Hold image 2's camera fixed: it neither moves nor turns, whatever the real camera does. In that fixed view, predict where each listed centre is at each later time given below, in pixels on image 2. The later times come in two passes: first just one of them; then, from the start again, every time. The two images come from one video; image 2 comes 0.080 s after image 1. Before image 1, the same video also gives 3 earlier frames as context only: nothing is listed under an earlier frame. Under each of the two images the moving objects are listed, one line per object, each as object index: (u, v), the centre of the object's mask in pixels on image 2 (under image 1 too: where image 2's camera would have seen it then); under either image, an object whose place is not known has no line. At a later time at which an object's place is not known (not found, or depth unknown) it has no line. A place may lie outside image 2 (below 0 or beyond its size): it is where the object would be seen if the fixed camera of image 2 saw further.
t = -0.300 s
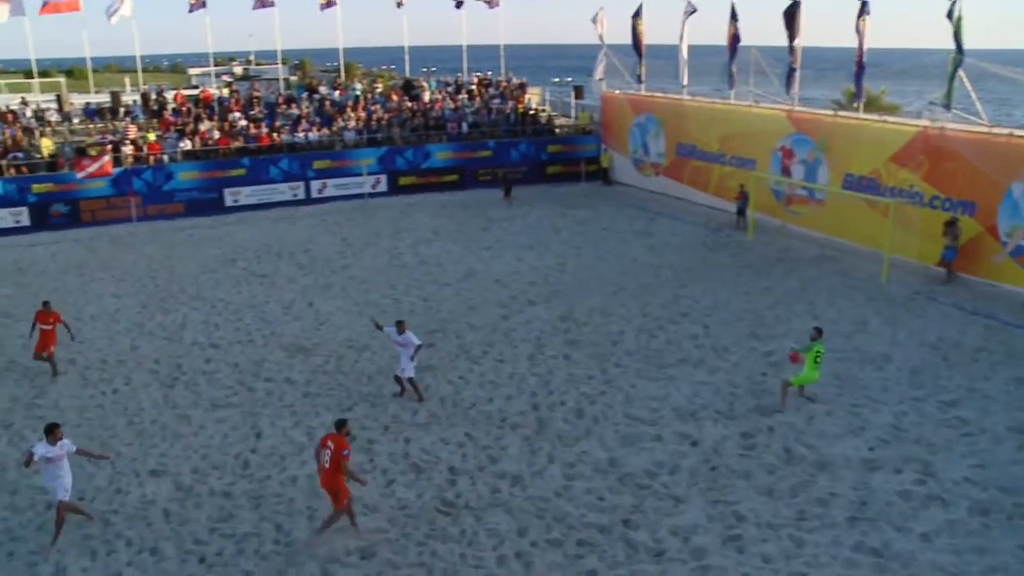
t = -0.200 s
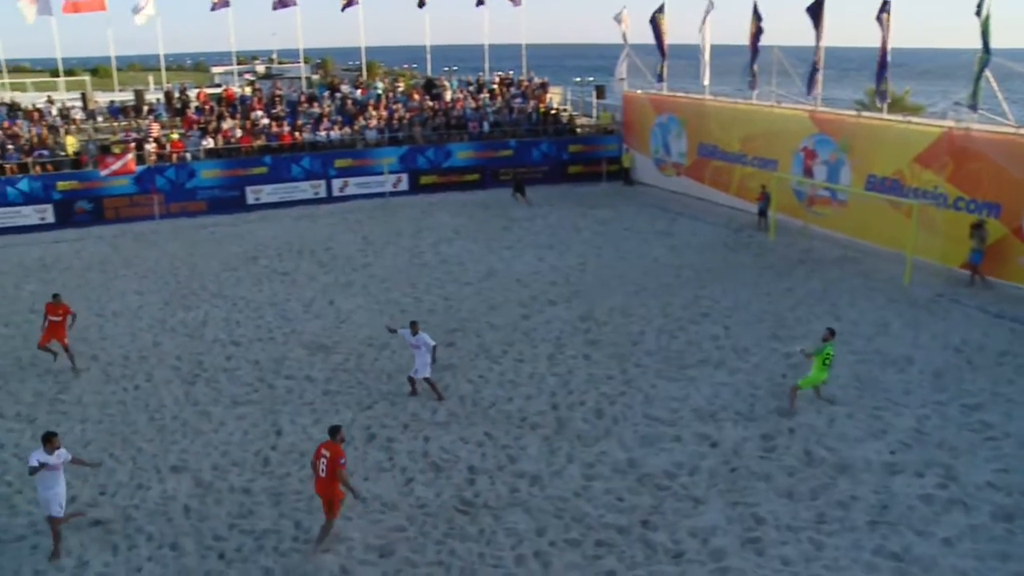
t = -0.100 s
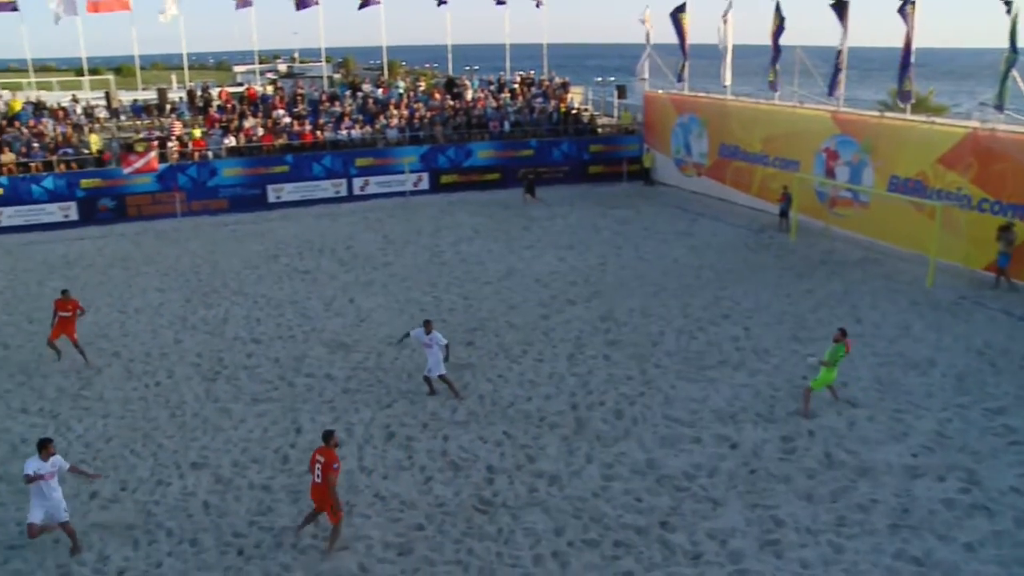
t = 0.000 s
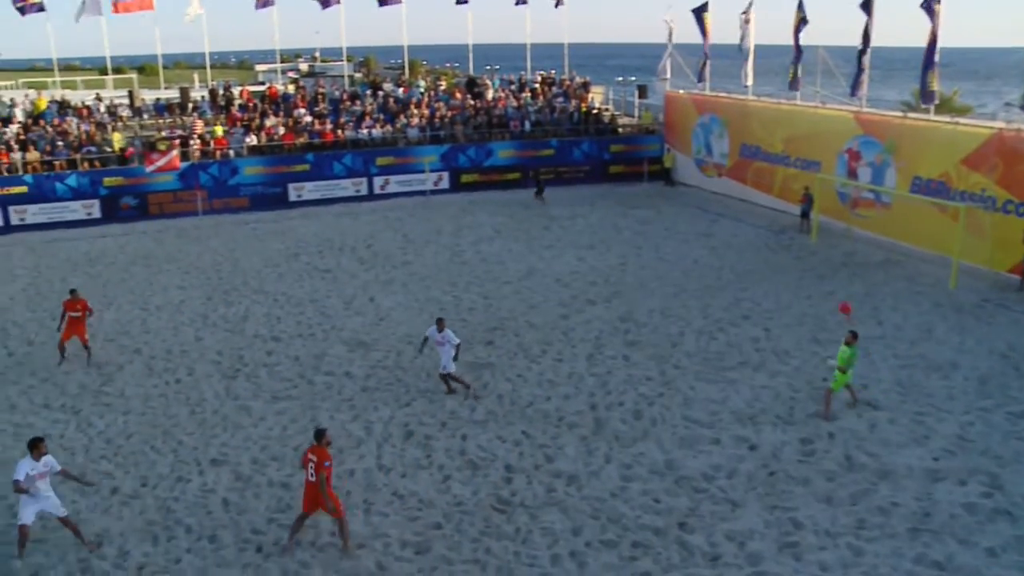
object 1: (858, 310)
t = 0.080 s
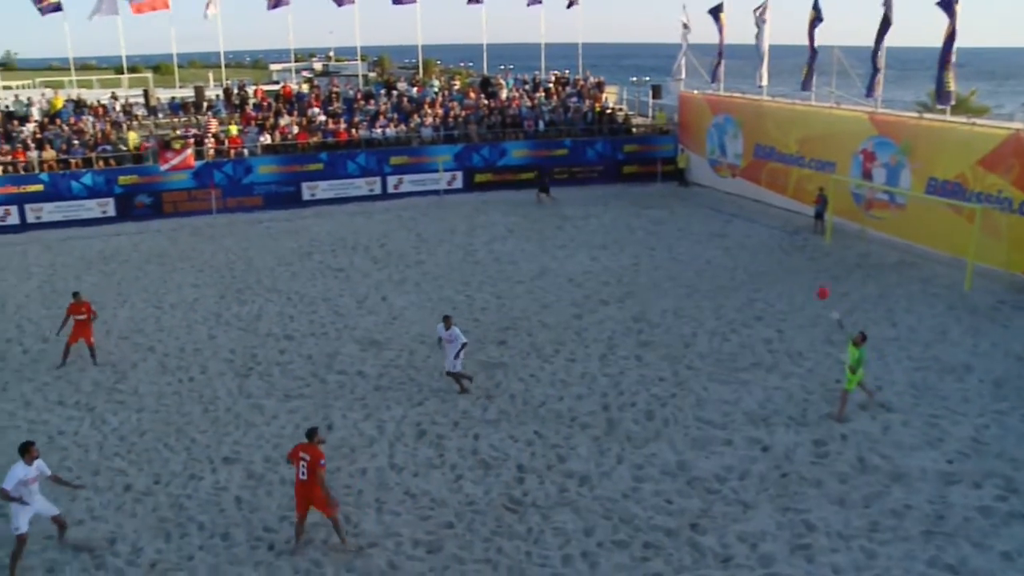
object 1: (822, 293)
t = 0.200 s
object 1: (757, 276)
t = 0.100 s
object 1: (812, 289)
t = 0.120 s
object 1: (801, 287)
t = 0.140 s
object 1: (790, 284)
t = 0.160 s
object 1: (779, 281)
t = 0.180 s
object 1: (768, 279)
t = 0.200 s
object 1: (757, 276)
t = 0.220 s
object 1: (746, 274)
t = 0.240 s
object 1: (733, 272)
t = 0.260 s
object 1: (721, 270)
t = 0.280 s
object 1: (708, 268)
